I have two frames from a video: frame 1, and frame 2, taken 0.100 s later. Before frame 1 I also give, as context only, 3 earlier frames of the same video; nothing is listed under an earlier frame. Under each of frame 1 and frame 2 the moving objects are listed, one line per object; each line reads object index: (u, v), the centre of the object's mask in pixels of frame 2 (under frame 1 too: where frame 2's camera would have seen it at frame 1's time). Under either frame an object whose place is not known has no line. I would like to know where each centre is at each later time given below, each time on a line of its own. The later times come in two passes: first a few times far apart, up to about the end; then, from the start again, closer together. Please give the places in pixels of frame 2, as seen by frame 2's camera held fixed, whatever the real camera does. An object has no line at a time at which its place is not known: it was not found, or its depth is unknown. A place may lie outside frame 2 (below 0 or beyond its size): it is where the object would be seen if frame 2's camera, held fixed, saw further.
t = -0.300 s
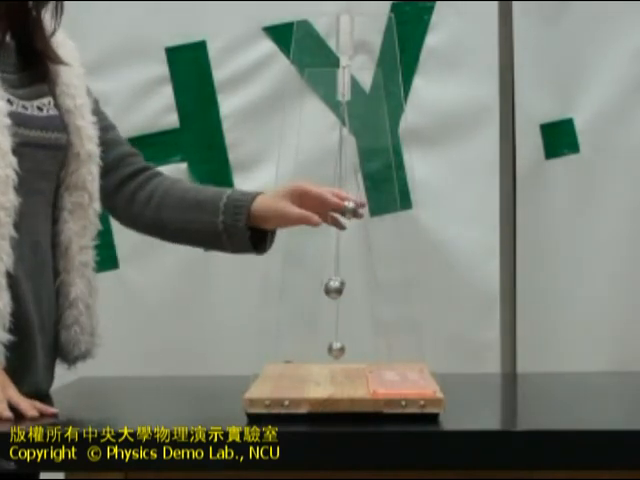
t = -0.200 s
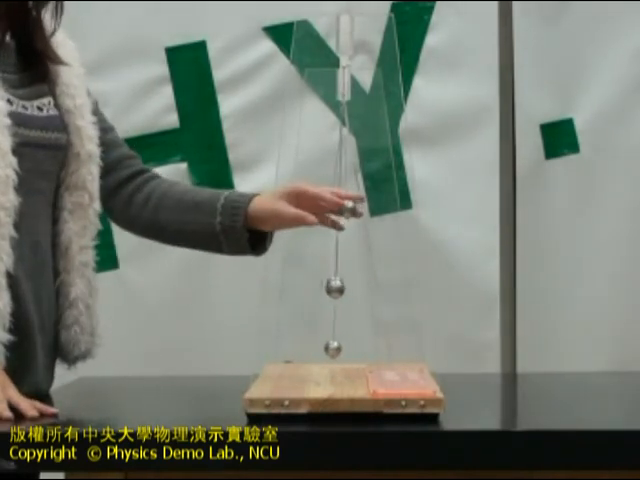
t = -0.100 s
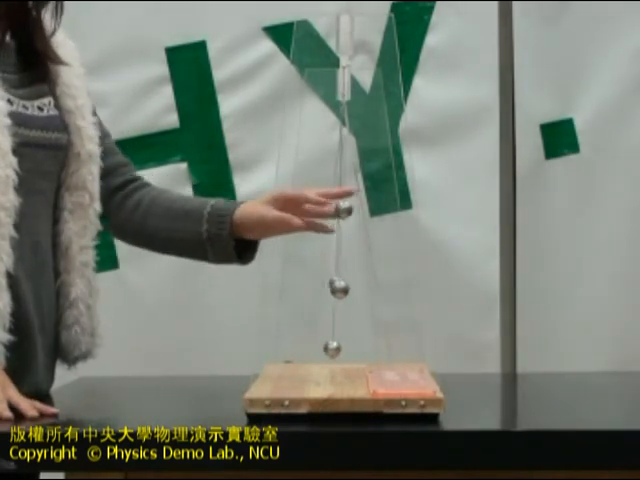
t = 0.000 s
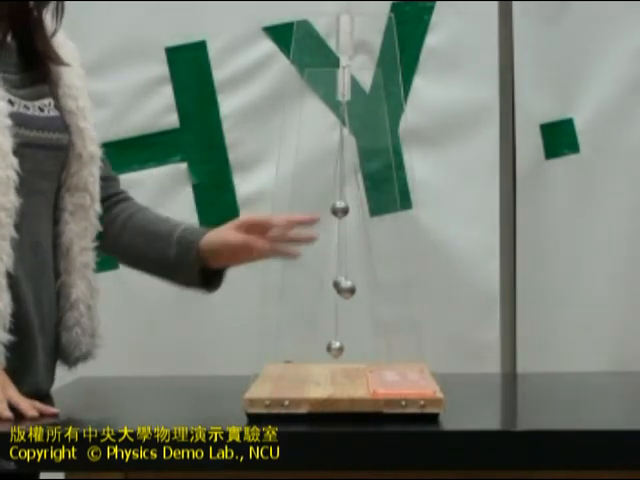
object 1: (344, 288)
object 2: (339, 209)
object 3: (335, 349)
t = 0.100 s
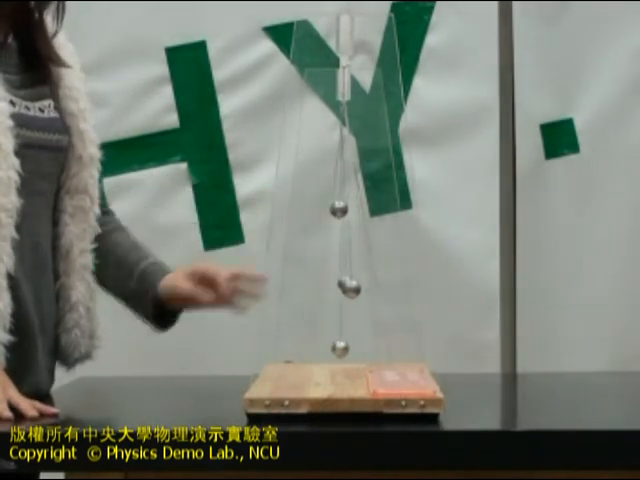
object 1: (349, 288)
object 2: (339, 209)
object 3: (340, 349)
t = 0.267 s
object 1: (353, 289)
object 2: (343, 209)
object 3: (349, 349)
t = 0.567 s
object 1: (340, 288)
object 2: (348, 209)
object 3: (354, 349)
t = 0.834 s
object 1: (335, 289)
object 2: (339, 209)
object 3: (340, 349)
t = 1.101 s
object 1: (347, 289)
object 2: (343, 209)
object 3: (331, 349)
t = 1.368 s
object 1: (351, 288)
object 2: (348, 209)
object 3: (344, 349)
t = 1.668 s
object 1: (337, 289)
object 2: (339, 209)
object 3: (356, 349)
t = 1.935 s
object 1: (337, 289)
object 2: (344, 209)
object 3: (346, 349)
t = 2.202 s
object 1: (349, 288)
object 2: (347, 209)
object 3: (331, 349)
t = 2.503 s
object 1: (348, 289)
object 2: (339, 209)
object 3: (339, 349)
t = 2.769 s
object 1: (335, 289)
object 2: (345, 210)
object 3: (354, 349)
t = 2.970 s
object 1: (336, 287)
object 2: (347, 209)
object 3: (354, 349)
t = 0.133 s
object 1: (351, 288)
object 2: (339, 209)
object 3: (342, 349)
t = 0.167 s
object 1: (352, 288)
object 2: (339, 209)
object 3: (344, 349)
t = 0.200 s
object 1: (353, 288)
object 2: (340, 209)
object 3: (346, 349)
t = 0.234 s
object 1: (353, 288)
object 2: (341, 209)
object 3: (348, 349)
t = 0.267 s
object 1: (353, 289)
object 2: (343, 209)
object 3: (349, 349)
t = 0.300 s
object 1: (352, 288)
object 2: (344, 208)
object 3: (352, 349)
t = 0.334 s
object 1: (351, 288)
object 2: (345, 209)
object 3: (353, 349)
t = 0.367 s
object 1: (350, 288)
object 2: (346, 209)
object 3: (354, 349)
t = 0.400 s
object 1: (350, 289)
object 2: (348, 209)
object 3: (355, 349)
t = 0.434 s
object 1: (348, 288)
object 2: (349, 209)
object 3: (355, 349)
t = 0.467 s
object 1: (346, 288)
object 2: (349, 209)
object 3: (355, 349)
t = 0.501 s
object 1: (344, 288)
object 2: (349, 209)
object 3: (355, 349)
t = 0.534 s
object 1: (342, 288)
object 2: (349, 209)
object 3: (355, 349)
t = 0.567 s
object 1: (340, 288)
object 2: (348, 209)
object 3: (354, 349)
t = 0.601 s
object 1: (339, 288)
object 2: (347, 209)
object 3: (353, 349)
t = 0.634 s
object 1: (337, 288)
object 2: (346, 209)
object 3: (351, 349)
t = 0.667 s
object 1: (336, 288)
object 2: (345, 209)
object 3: (350, 349)
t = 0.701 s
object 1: (335, 289)
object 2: (344, 209)
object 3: (348, 349)
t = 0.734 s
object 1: (334, 289)
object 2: (342, 209)
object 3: (346, 349)
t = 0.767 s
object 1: (334, 289)
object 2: (341, 209)
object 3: (344, 349)
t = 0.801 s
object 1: (334, 288)
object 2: (339, 209)
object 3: (342, 349)
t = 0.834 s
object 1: (335, 289)
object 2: (339, 209)
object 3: (340, 349)
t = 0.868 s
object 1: (336, 289)
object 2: (338, 209)
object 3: (338, 349)
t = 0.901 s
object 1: (337, 289)
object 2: (338, 209)
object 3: (336, 349)
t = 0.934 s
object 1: (338, 288)
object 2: (338, 209)
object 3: (334, 349)
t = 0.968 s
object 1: (340, 288)
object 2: (338, 208)
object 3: (333, 349)
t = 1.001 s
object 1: (342, 288)
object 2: (339, 209)
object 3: (332, 349)
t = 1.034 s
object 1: (344, 288)
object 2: (340, 209)
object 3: (331, 349)
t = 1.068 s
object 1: (345, 288)
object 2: (342, 209)
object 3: (331, 349)
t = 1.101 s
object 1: (347, 289)
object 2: (343, 209)
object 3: (331, 349)
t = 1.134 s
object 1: (349, 288)
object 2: (345, 209)
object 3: (332, 349)
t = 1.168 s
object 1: (350, 288)
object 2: (346, 209)
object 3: (333, 349)
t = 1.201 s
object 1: (351, 288)
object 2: (347, 209)
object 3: (334, 349)
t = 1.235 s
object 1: (352, 288)
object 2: (348, 209)
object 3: (336, 349)
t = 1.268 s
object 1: (352, 288)
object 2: (348, 209)
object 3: (337, 349)
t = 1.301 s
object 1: (352, 288)
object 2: (348, 209)
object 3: (339, 349)
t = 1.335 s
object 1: (352, 288)
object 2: (349, 209)
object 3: (342, 349)
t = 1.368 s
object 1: (351, 288)
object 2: (348, 209)
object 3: (344, 349)
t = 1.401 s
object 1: (351, 289)
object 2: (348, 209)
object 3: (346, 349)
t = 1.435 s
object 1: (349, 289)
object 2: (347, 209)
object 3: (348, 349)
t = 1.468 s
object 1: (348, 288)
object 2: (346, 209)
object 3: (350, 349)
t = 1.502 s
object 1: (346, 289)
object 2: (344, 209)
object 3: (351, 349)
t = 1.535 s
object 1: (345, 289)
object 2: (343, 209)
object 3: (353, 349)
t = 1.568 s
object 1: (343, 289)
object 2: (341, 209)
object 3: (354, 349)
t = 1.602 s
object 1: (341, 289)
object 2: (340, 209)
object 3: (355, 349)
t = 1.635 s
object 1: (339, 289)
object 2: (339, 209)
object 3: (356, 349)
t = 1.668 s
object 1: (337, 289)
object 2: (339, 209)
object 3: (356, 349)
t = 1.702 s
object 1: (336, 289)
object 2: (339, 209)
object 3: (356, 349)
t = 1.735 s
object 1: (335, 289)
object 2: (338, 209)
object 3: (355, 349)
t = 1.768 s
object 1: (334, 289)
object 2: (339, 209)
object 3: (354, 349)
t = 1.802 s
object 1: (334, 289)
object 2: (339, 209)
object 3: (353, 349)
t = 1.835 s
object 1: (334, 289)
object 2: (340, 209)
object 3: (351, 349)
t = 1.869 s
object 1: (335, 289)
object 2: (342, 209)
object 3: (350, 349)
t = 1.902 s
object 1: (335, 289)
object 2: (343, 209)
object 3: (348, 349)
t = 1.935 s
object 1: (337, 289)
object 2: (344, 209)
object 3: (346, 349)
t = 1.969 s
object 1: (338, 289)
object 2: (345, 209)
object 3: (343, 349)
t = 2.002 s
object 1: (339, 289)
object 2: (346, 209)
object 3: (341, 349)
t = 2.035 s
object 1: (341, 289)
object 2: (347, 209)
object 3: (339, 349)
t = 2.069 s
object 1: (343, 288)
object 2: (348, 209)
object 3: (337, 349)
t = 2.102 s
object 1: (345, 289)
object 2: (348, 209)
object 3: (335, 349)
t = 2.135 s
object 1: (346, 288)
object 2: (348, 209)
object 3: (333, 349)
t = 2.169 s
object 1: (348, 288)
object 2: (348, 209)
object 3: (332, 349)
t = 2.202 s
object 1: (349, 288)
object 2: (347, 209)
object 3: (331, 349)
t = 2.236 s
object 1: (350, 288)
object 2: (346, 209)
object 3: (330, 349)
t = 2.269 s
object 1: (351, 288)
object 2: (345, 209)
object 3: (331, 349)
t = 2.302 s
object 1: (352, 288)
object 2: (344, 209)
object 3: (331, 349)
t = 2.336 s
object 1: (352, 288)
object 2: (343, 209)
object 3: (331, 349)
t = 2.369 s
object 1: (352, 288)
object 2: (342, 209)
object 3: (332, 349)
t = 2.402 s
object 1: (351, 288)
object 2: (340, 209)
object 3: (334, 349)
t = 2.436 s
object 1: (350, 289)
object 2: (339, 209)
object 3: (335, 349)
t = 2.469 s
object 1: (350, 289)
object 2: (339, 209)
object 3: (337, 349)
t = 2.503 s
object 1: (348, 289)
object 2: (339, 209)
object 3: (339, 349)
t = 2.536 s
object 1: (347, 289)
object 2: (339, 209)
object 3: (342, 349)
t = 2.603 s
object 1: (343, 289)
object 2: (340, 210)
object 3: (346, 349)
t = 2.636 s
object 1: (341, 289)
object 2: (340, 209)
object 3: (348, 349)
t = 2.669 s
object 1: (339, 289)
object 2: (342, 209)
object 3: (350, 349)
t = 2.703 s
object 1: (338, 289)
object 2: (343, 209)
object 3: (352, 349)
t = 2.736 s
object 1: (337, 289)
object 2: (345, 209)
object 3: (353, 349)
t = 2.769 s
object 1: (335, 289)
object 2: (345, 210)
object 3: (354, 349)
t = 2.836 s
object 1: (335, 288)
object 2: (347, 210)
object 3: (355, 349)
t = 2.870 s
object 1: (335, 287)
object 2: (348, 209)
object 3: (356, 348)
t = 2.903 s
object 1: (336, 287)
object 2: (348, 209)
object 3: (356, 349)
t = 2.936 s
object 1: (335, 288)
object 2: (348, 209)
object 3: (355, 349)
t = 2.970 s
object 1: (336, 287)
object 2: (347, 209)
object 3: (354, 349)
